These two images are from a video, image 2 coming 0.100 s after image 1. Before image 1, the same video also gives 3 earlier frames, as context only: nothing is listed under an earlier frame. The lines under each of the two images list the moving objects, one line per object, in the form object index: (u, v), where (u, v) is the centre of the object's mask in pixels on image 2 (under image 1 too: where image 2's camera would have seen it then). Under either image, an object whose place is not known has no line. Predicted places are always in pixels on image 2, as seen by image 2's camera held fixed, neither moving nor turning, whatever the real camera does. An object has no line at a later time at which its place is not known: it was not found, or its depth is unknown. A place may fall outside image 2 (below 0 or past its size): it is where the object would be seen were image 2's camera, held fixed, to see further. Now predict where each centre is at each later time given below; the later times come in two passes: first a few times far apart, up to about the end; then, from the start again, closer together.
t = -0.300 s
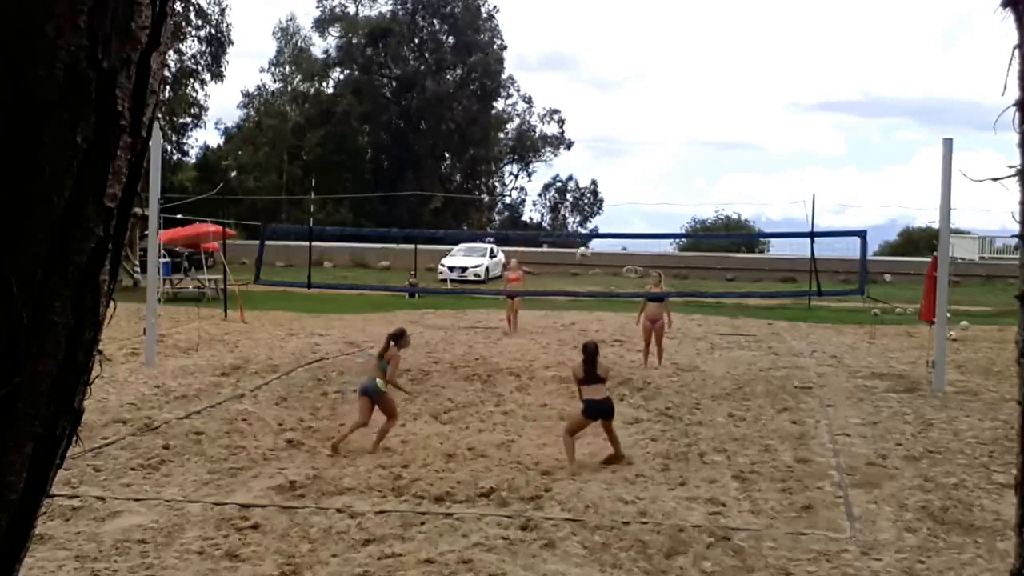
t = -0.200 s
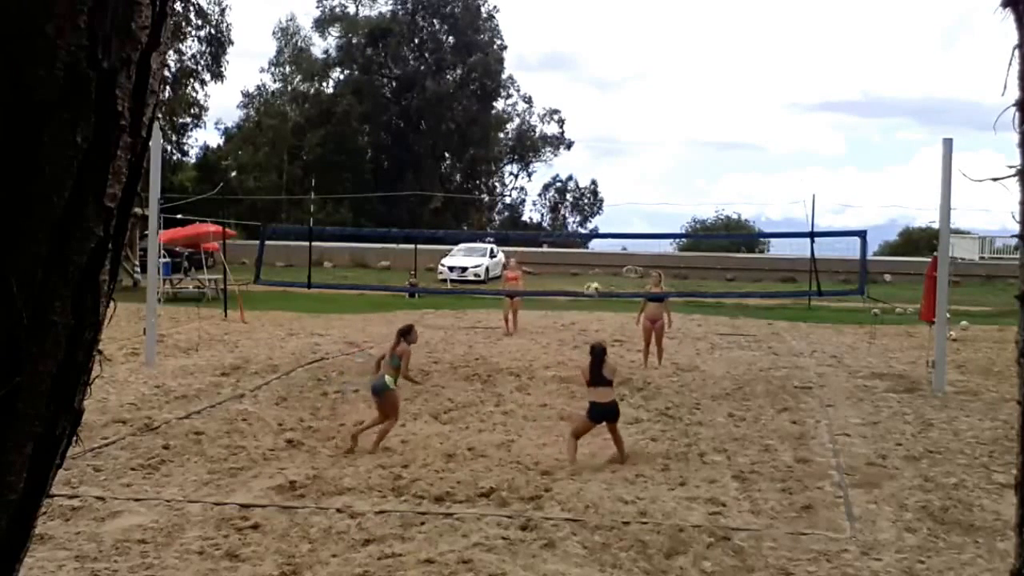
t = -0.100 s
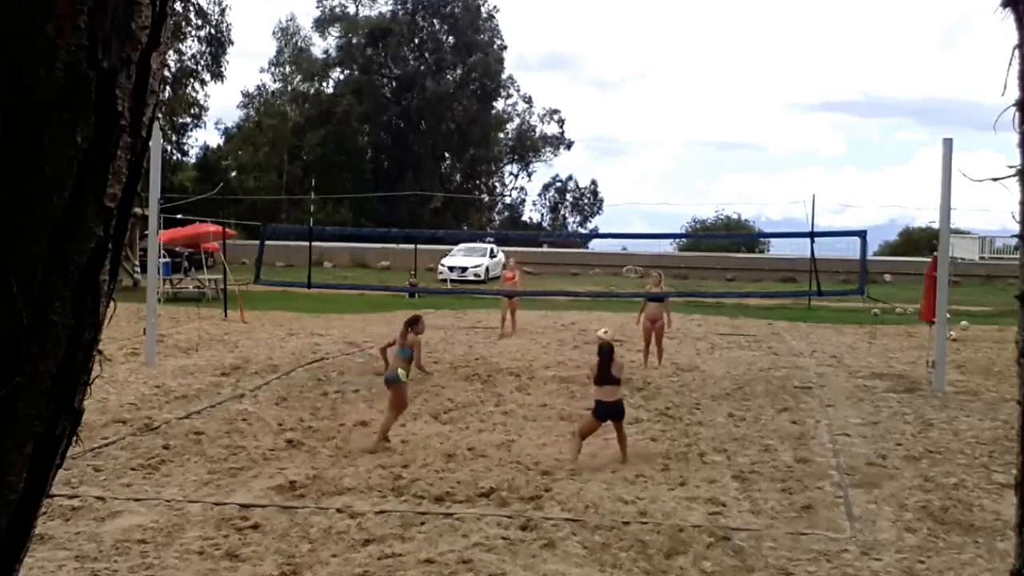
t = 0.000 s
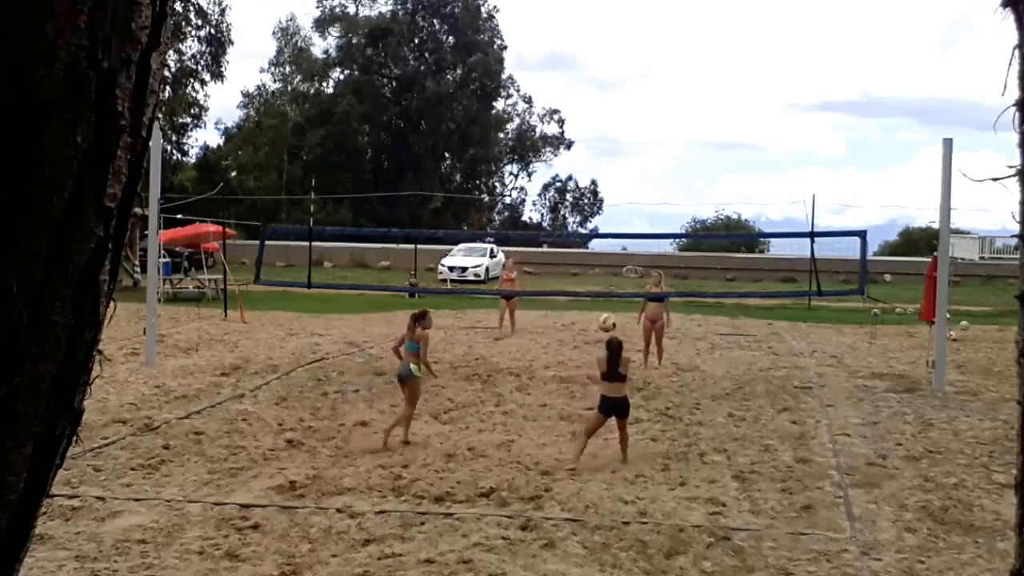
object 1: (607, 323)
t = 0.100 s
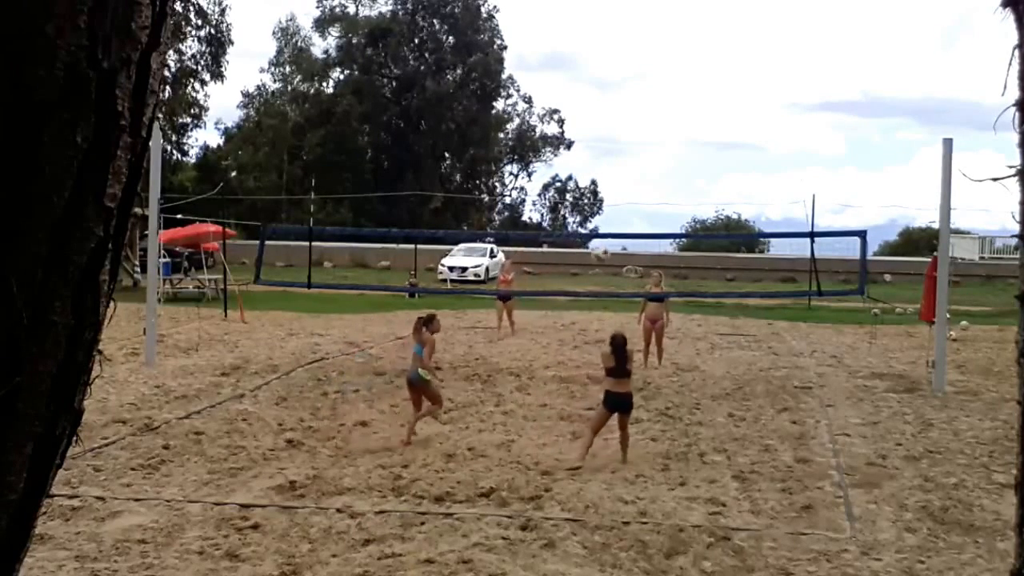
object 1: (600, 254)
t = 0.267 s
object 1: (588, 161)
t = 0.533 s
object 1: (569, 60)
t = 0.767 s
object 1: (550, 22)
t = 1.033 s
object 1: (527, 38)
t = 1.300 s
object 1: (502, 113)
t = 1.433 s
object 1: (490, 177)
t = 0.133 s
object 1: (598, 235)
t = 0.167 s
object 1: (596, 214)
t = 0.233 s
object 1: (591, 179)
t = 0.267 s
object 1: (588, 161)
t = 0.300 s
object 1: (586, 145)
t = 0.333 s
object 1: (584, 130)
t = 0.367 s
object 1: (581, 116)
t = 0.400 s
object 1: (579, 103)
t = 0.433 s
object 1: (576, 91)
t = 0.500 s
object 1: (571, 70)
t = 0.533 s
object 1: (569, 60)
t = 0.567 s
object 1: (566, 52)
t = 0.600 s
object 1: (563, 45)
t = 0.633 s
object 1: (561, 38)
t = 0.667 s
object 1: (558, 33)
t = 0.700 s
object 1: (555, 28)
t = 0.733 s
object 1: (552, 25)
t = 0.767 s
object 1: (550, 22)
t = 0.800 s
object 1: (547, 21)
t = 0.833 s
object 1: (544, 21)
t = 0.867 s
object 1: (541, 21)
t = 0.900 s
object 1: (538, 22)
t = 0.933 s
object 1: (535, 25)
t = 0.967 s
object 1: (532, 28)
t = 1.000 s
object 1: (530, 32)
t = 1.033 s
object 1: (527, 38)
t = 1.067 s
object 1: (524, 45)
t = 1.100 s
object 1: (521, 52)
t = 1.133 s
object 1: (518, 60)
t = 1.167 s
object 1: (515, 69)
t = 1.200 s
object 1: (513, 78)
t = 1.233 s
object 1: (509, 87)
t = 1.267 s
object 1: (504, 102)
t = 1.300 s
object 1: (502, 113)
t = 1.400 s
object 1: (492, 160)
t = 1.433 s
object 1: (490, 177)
